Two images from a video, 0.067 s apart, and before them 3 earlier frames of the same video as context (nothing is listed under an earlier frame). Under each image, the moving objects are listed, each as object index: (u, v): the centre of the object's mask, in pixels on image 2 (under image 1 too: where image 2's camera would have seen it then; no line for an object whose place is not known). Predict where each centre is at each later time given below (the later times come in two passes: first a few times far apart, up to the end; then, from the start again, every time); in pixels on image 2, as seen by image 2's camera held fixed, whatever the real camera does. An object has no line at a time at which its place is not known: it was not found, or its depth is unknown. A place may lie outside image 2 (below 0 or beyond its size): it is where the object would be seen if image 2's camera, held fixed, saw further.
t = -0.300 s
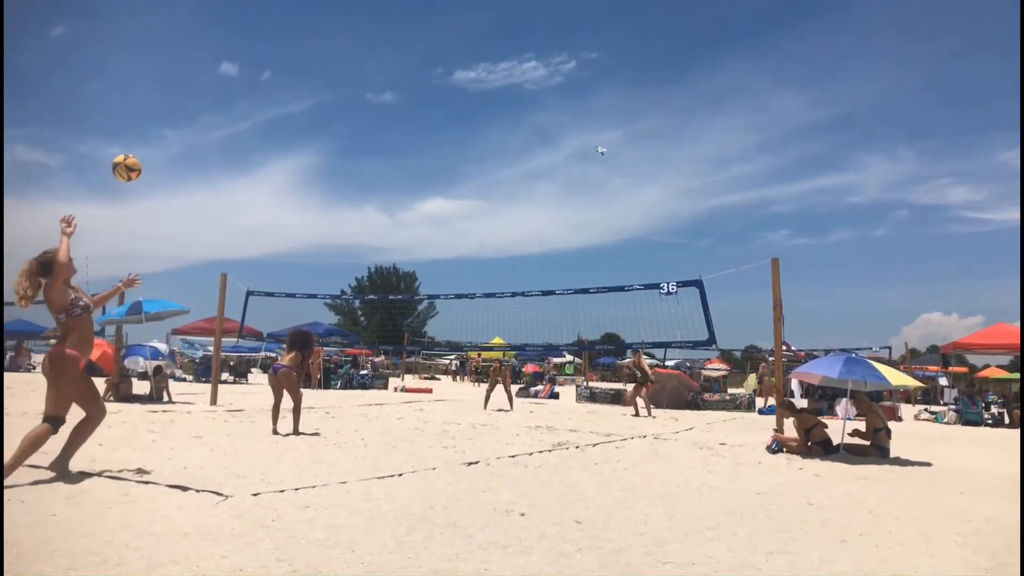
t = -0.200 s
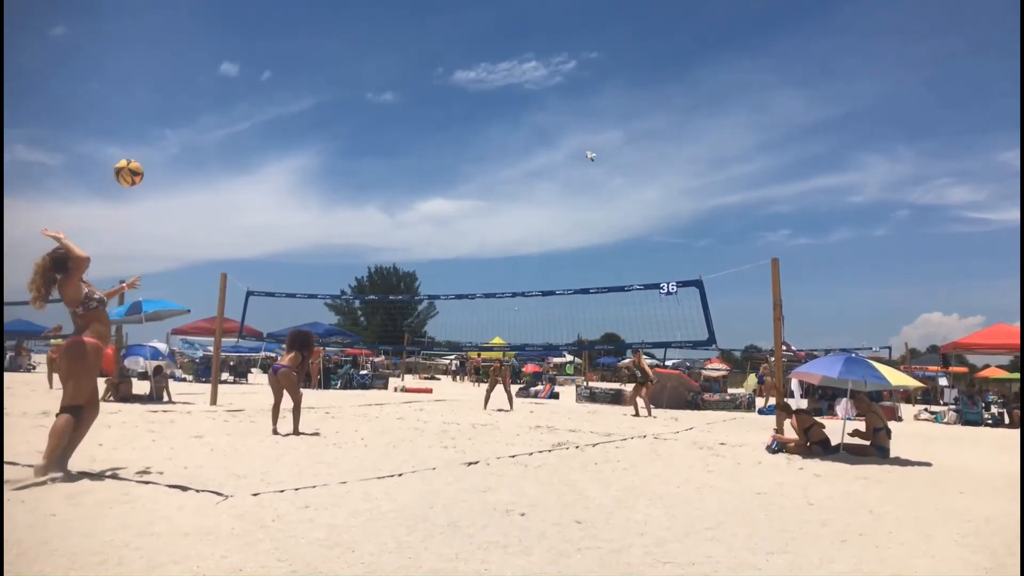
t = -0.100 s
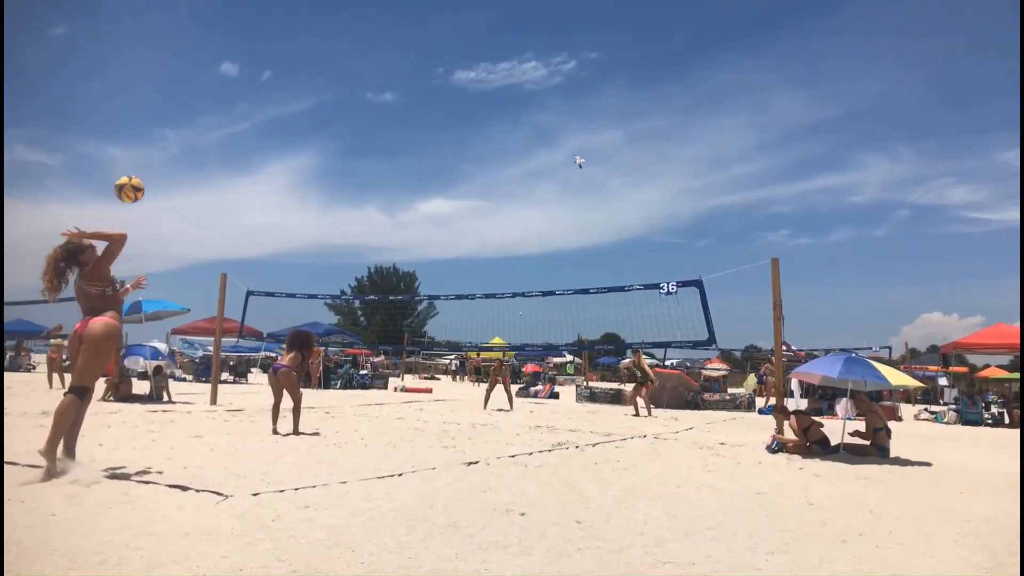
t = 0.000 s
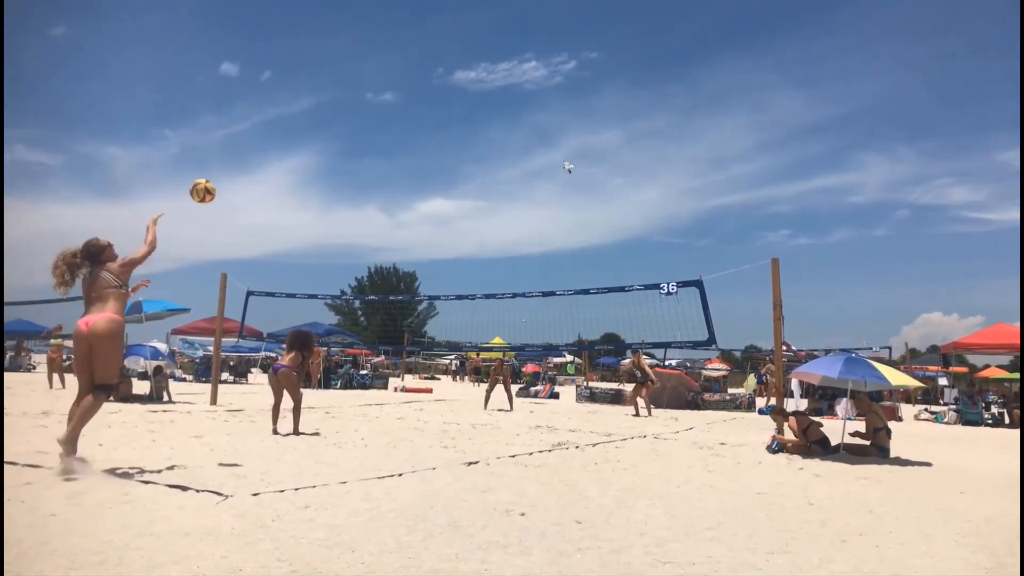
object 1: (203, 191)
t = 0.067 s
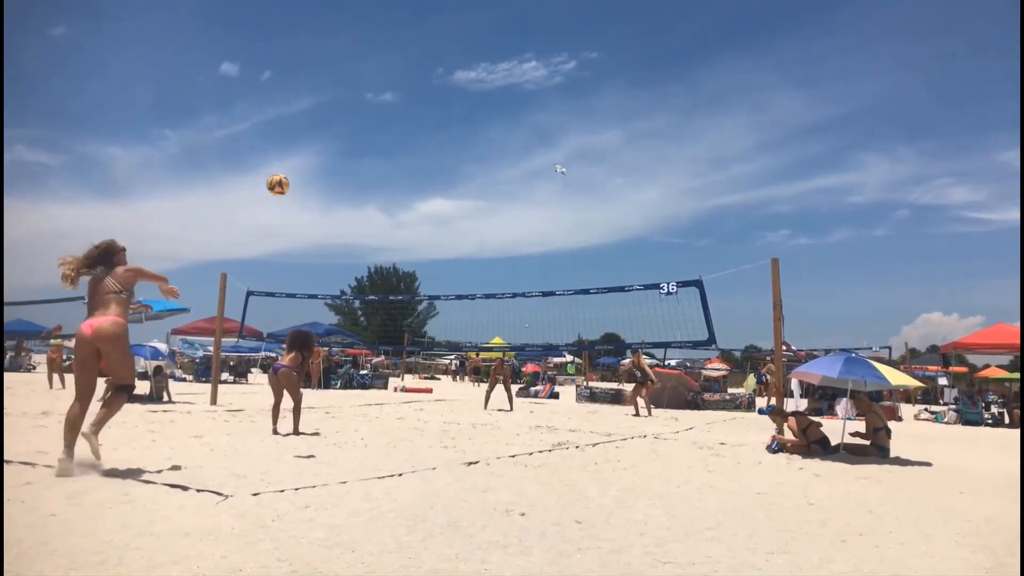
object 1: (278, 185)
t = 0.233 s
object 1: (412, 188)
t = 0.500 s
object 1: (535, 232)
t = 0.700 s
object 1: (597, 281)
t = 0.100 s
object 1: (310, 184)
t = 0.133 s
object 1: (339, 183)
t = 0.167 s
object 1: (366, 184)
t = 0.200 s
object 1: (390, 185)
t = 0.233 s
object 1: (412, 188)
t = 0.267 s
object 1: (433, 191)
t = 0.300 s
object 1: (452, 195)
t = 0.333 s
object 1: (468, 200)
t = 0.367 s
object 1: (483, 205)
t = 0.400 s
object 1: (498, 211)
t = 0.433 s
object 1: (511, 218)
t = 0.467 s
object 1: (523, 225)
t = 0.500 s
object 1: (535, 232)
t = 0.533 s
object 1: (547, 240)
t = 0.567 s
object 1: (557, 248)
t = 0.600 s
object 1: (568, 255)
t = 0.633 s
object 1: (578, 264)
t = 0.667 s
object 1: (588, 273)
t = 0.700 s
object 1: (597, 281)
